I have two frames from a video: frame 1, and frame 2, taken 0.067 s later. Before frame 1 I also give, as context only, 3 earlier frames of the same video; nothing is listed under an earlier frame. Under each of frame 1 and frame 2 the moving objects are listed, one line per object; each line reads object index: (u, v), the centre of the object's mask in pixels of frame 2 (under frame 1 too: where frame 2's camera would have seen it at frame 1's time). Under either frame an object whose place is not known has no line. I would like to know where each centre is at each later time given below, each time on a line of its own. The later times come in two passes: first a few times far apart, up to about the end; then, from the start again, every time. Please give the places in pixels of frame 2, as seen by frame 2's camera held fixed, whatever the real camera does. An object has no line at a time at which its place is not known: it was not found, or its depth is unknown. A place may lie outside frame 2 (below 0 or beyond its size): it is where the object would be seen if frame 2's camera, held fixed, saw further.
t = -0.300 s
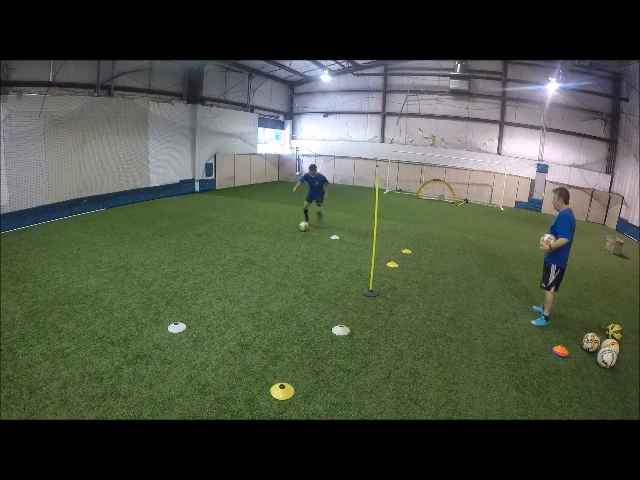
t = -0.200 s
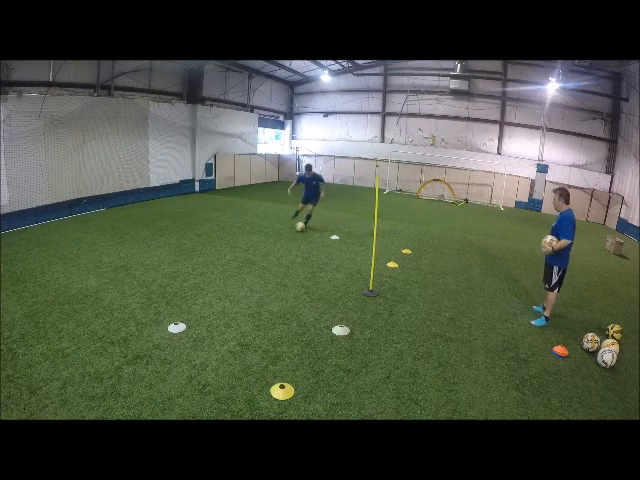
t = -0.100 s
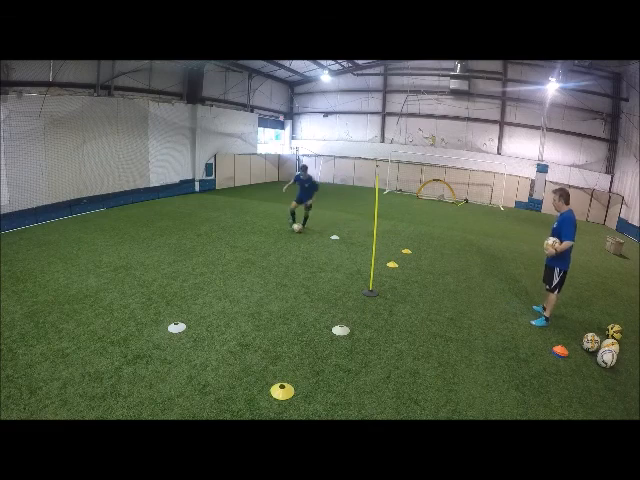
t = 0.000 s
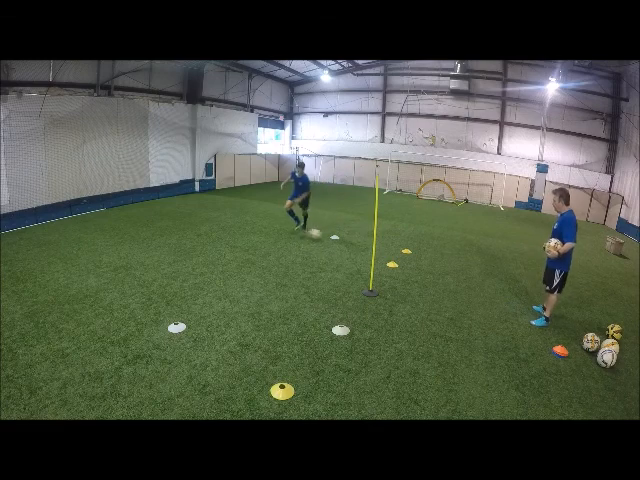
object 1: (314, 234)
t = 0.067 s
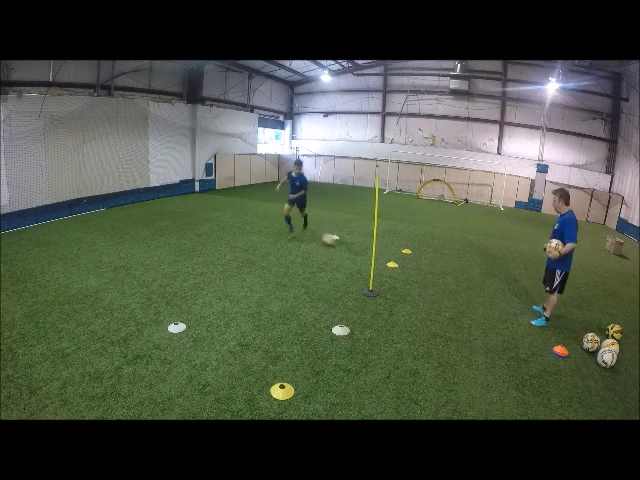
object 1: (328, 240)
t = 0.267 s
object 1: (368, 254)
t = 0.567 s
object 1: (434, 281)
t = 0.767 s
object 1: (483, 300)
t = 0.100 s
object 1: (336, 243)
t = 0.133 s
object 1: (343, 245)
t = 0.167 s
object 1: (349, 248)
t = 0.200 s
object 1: (357, 250)
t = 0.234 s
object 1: (363, 252)
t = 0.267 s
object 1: (368, 254)
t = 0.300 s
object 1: (377, 257)
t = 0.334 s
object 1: (385, 261)
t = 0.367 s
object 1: (391, 263)
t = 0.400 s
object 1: (398, 266)
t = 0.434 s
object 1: (405, 269)
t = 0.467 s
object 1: (412, 271)
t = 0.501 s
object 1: (419, 274)
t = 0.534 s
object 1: (426, 277)
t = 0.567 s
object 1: (434, 281)
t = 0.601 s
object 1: (442, 284)
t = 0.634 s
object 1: (450, 286)
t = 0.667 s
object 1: (458, 290)
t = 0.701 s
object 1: (467, 294)
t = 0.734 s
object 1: (475, 297)
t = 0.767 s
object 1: (483, 300)
